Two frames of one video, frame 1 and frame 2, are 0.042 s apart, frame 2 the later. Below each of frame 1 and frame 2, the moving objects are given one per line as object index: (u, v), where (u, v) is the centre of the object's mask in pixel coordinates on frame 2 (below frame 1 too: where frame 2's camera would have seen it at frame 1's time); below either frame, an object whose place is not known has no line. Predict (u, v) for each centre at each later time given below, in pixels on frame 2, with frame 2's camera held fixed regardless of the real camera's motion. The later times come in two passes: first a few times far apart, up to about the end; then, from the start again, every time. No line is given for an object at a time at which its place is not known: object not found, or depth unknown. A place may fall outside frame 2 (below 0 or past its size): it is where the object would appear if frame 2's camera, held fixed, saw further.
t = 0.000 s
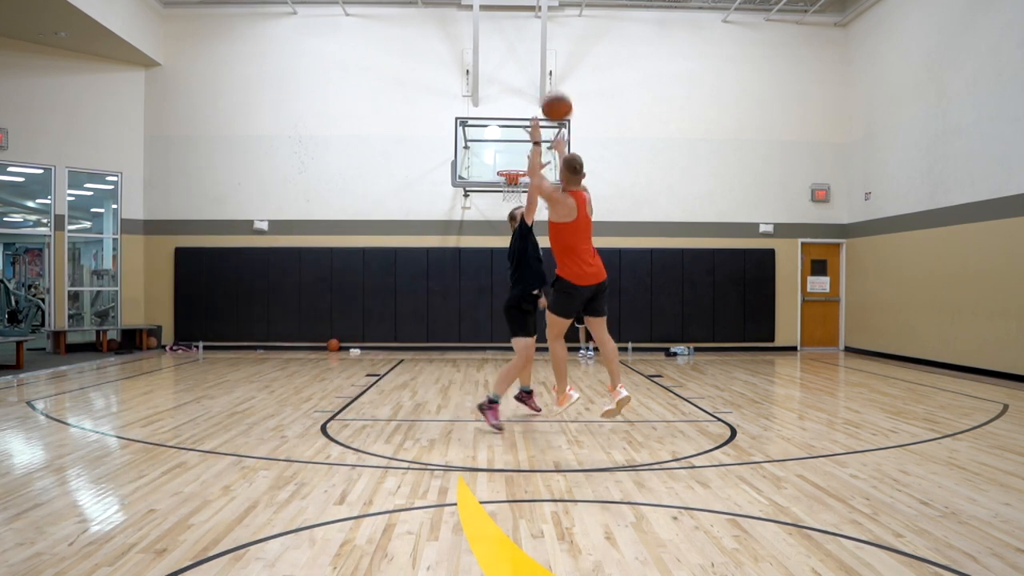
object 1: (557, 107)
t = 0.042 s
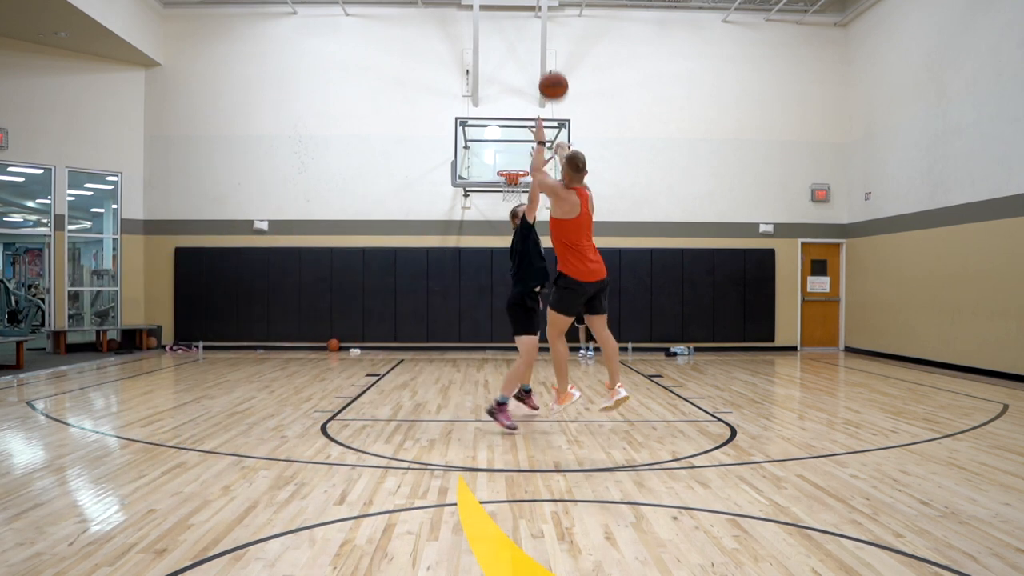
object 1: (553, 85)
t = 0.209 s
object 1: (542, 31)
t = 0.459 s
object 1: (530, 16)
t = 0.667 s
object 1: (522, 43)
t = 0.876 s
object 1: (514, 94)
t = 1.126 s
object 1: (505, 162)
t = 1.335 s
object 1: (482, 146)
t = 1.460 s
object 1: (467, 150)
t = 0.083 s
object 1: (550, 68)
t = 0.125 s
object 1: (547, 52)
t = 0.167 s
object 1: (545, 41)
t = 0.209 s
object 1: (542, 31)
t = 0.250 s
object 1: (540, 24)
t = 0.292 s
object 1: (538, 19)
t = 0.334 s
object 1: (536, 16)
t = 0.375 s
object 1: (534, 14)
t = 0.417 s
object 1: (532, 15)
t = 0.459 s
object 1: (530, 16)
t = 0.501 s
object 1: (528, 19)
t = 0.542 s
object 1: (526, 23)
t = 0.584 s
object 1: (525, 29)
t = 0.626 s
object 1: (523, 35)
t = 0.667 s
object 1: (522, 43)
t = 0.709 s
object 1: (520, 51)
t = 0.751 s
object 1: (519, 61)
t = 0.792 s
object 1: (517, 71)
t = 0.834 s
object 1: (516, 82)
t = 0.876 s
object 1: (514, 94)
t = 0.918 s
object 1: (513, 106)
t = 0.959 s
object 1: (512, 119)
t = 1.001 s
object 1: (510, 133)
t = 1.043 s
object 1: (509, 148)
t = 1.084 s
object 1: (508, 162)
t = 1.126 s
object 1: (505, 162)
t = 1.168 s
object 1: (501, 157)
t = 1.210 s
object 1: (496, 152)
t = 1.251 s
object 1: (492, 149)
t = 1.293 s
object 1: (487, 147)
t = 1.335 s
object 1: (482, 146)
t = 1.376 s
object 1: (477, 146)
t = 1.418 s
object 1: (472, 147)
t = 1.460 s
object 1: (467, 150)
